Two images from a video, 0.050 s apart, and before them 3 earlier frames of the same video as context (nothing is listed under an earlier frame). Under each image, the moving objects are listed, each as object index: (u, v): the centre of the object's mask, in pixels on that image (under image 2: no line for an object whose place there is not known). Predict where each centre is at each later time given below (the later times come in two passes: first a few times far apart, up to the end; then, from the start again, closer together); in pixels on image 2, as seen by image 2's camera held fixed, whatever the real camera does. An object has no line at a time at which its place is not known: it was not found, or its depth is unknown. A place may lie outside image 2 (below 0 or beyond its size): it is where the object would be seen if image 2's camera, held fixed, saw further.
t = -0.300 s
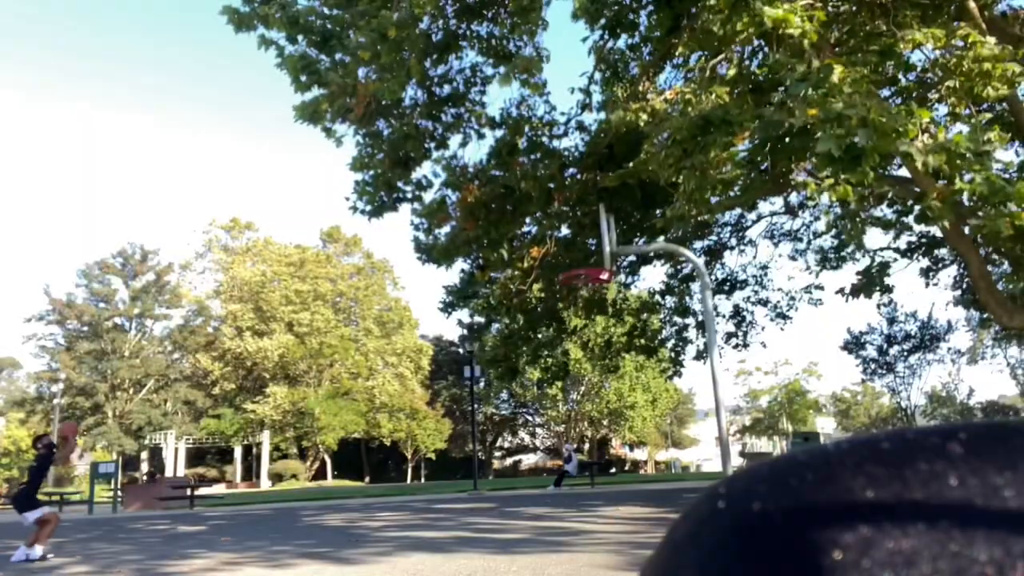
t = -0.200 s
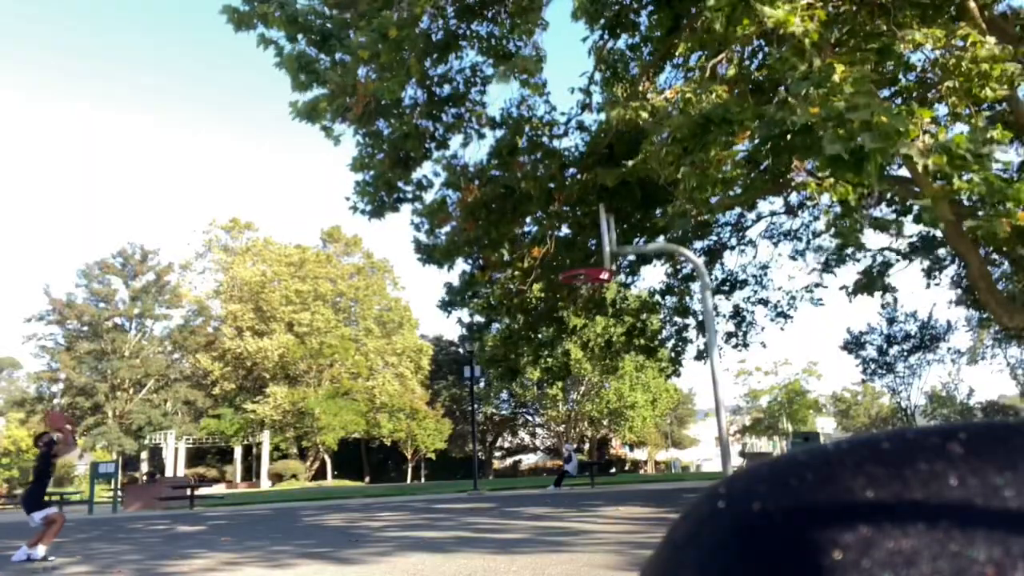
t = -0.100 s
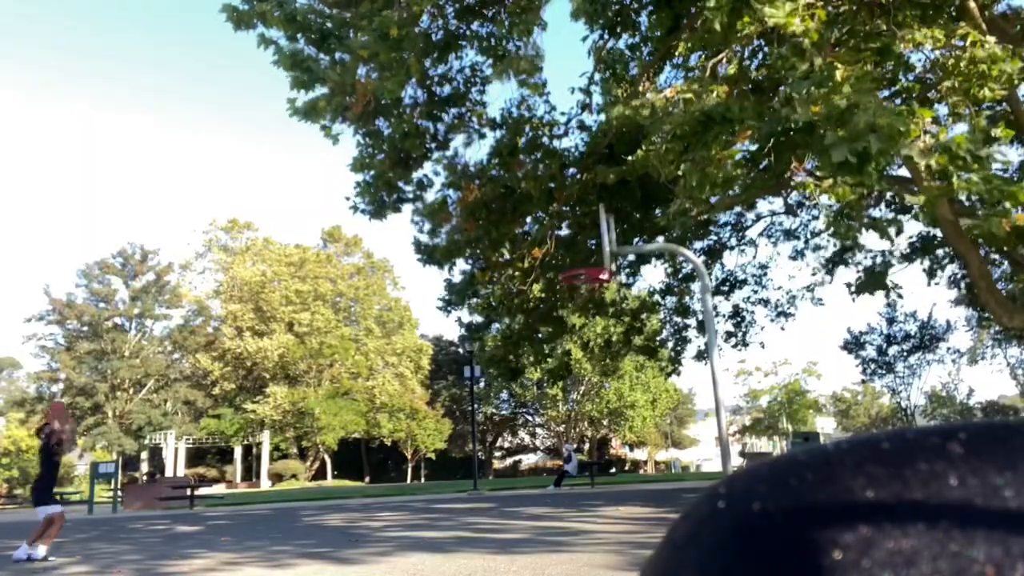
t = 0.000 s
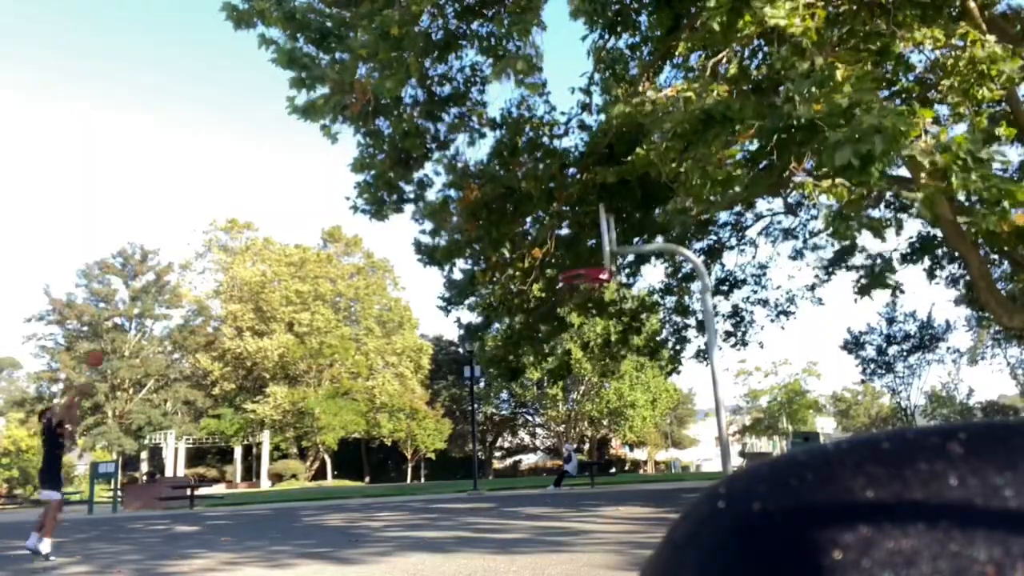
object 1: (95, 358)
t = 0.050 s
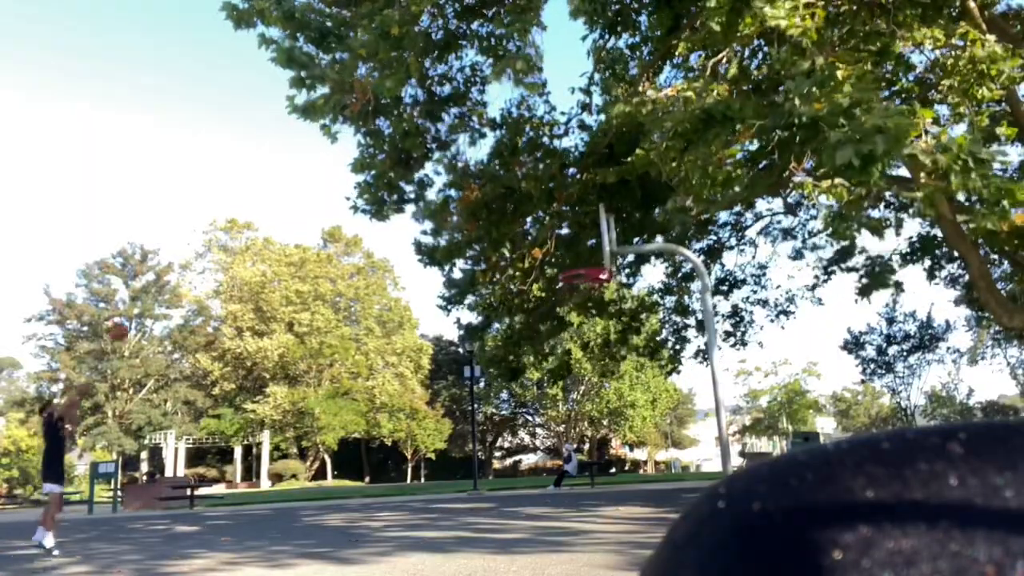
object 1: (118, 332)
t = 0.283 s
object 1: (223, 237)
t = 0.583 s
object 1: (347, 182)
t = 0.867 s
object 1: (459, 192)
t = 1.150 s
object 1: (574, 258)
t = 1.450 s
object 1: (552, 313)
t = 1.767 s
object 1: (513, 449)
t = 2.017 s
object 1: (477, 467)
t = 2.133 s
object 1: (460, 413)
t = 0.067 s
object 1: (125, 323)
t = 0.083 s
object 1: (134, 315)
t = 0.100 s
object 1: (142, 308)
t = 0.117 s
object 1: (150, 299)
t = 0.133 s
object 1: (158, 292)
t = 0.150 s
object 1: (165, 286)
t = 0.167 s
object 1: (172, 278)
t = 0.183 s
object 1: (180, 271)
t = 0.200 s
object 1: (187, 265)
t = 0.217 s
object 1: (194, 259)
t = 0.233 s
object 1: (202, 253)
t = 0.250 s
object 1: (209, 247)
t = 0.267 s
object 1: (217, 242)
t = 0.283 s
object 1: (223, 237)
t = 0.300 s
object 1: (232, 232)
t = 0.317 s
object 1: (238, 228)
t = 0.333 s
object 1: (245, 224)
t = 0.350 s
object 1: (252, 219)
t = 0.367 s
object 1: (259, 215)
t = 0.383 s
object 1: (266, 211)
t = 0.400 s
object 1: (273, 208)
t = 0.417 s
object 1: (280, 204)
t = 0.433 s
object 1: (286, 201)
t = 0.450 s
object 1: (293, 198)
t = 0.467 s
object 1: (300, 195)
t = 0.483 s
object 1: (307, 193)
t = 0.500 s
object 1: (314, 191)
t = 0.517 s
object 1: (320, 188)
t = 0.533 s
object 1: (327, 187)
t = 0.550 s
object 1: (334, 185)
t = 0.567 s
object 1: (340, 184)
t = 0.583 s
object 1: (347, 182)
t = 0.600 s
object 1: (353, 181)
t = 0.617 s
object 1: (360, 181)
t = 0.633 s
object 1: (366, 180)
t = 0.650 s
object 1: (375, 179)
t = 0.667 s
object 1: (380, 179)
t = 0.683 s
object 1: (386, 178)
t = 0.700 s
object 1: (392, 178)
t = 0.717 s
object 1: (400, 179)
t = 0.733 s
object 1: (408, 180)
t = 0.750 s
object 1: (412, 180)
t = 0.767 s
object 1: (420, 180)
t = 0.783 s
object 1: (425, 181)
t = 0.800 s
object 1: (433, 185)
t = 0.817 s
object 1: (440, 187)
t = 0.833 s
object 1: (445, 188)
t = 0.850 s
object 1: (451, 189)
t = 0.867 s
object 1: (459, 192)
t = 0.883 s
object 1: (467, 195)
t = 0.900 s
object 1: (471, 196)
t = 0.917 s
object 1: (479, 197)
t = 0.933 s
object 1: (486, 201)
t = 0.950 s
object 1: (493, 204)
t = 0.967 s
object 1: (500, 208)
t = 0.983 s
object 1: (506, 211)
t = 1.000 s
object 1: (513, 215)
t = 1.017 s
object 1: (520, 220)
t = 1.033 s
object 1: (526, 223)
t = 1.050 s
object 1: (533, 227)
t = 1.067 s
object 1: (540, 231)
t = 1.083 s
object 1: (546, 236)
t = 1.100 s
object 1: (554, 242)
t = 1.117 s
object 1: (560, 247)
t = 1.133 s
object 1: (567, 253)
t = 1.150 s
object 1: (574, 258)
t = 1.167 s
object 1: (580, 263)
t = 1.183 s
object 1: (585, 265)
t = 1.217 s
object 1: (580, 278)
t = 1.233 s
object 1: (577, 281)
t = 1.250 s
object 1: (576, 282)
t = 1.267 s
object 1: (575, 284)
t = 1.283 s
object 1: (572, 287)
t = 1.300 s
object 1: (571, 288)
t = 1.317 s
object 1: (569, 289)
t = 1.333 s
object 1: (567, 291)
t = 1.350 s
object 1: (563, 295)
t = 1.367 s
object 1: (562, 296)
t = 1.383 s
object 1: (560, 299)
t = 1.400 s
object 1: (557, 304)
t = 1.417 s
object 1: (557, 306)
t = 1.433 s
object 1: (553, 310)
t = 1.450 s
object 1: (552, 313)
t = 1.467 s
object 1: (550, 317)
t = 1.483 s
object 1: (548, 323)
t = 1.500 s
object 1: (546, 328)
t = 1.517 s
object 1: (545, 331)
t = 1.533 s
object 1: (542, 338)
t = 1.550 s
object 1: (540, 346)
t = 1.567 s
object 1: (538, 351)
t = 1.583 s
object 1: (536, 356)
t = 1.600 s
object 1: (534, 363)
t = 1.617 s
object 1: (532, 370)
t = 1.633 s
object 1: (530, 378)
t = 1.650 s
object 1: (528, 385)
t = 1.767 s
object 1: (513, 449)
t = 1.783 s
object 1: (510, 461)
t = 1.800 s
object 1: (509, 471)
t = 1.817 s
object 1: (506, 482)
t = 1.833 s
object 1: (505, 496)
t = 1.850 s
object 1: (503, 507)
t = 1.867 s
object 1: (500, 522)
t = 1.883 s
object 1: (495, 534)
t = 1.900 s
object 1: (495, 533)
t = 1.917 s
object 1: (493, 522)
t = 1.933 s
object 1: (490, 512)
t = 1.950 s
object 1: (488, 503)
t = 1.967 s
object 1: (485, 493)
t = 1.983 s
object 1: (482, 483)
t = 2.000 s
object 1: (480, 475)
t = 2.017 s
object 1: (477, 467)
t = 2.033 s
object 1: (475, 459)
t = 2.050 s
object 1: (472, 450)
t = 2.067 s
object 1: (470, 443)
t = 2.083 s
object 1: (467, 435)
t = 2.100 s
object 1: (464, 428)
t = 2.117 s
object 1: (462, 421)
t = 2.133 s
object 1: (460, 413)
